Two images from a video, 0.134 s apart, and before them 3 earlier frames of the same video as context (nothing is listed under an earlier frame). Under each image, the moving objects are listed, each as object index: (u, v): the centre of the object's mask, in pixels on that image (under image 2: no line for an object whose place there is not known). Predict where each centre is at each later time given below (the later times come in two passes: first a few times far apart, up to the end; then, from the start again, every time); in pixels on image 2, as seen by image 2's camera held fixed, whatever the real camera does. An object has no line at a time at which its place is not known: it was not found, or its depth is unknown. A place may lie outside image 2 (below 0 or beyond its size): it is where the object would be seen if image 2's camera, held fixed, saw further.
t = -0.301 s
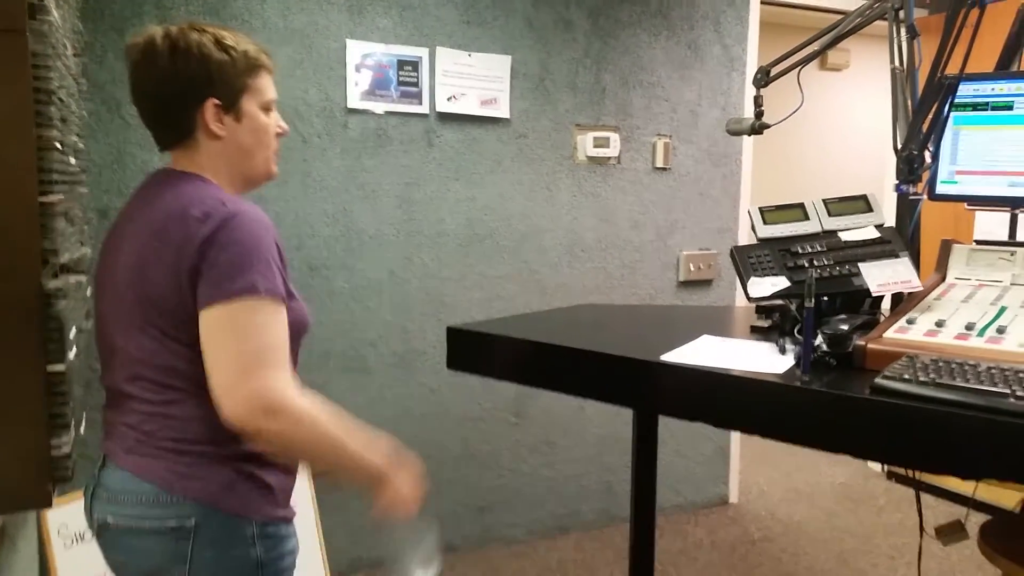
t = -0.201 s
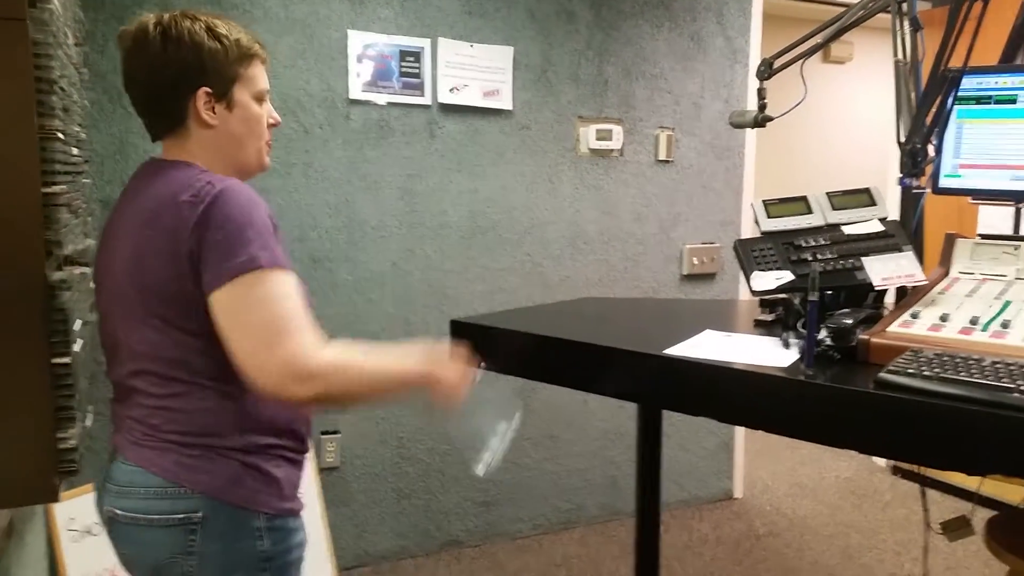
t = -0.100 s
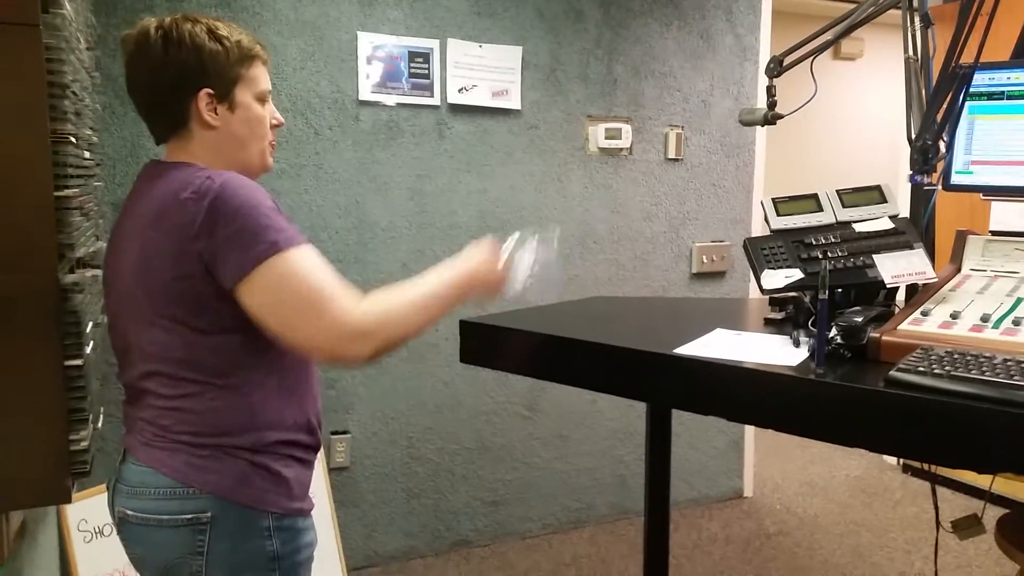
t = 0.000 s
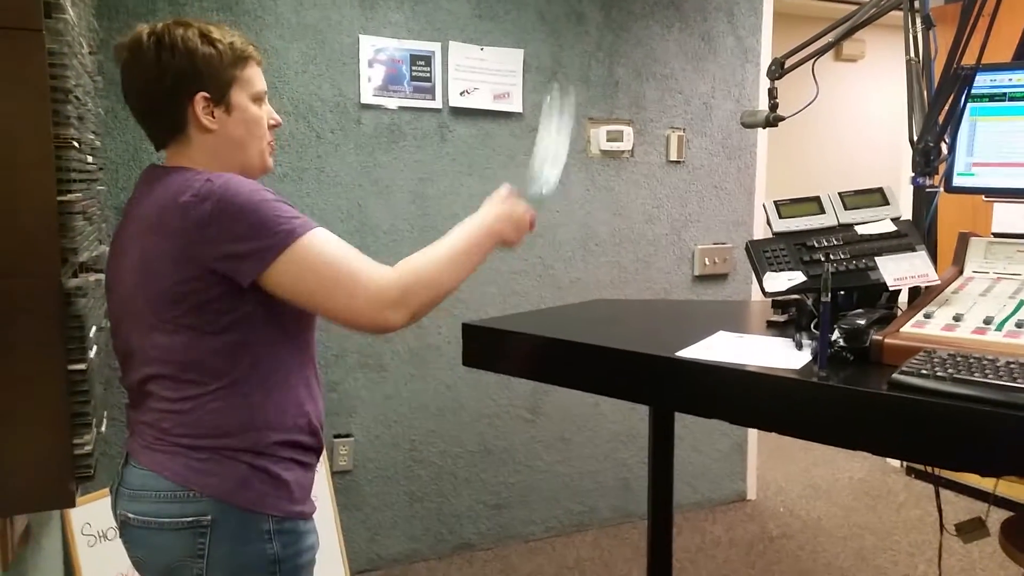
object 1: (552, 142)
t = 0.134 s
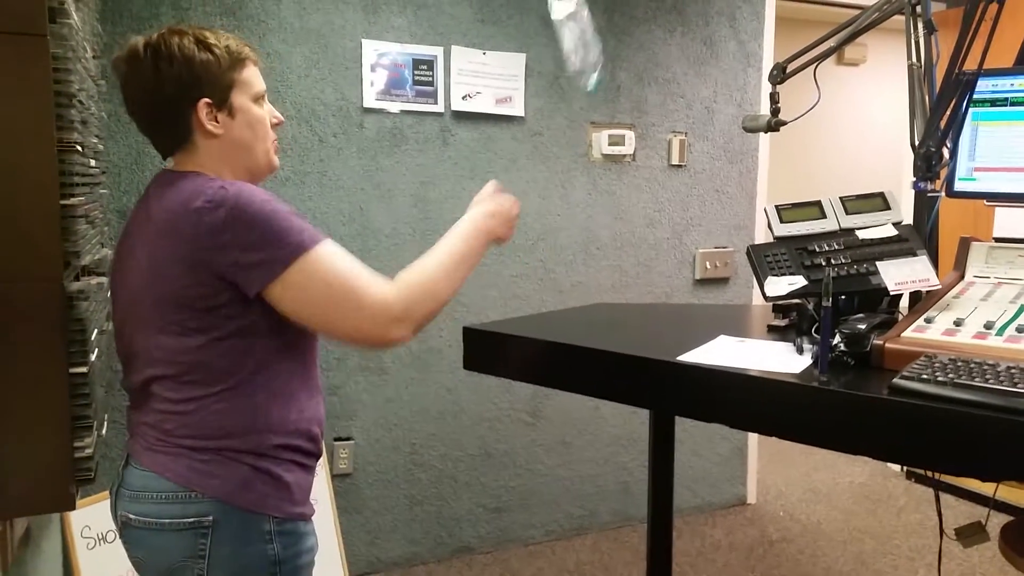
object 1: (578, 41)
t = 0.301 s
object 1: (598, 25)
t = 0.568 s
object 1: (626, 308)
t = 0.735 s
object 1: (652, 309)
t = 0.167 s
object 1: (586, 32)
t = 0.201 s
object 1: (593, 26)
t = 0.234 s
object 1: (597, 21)
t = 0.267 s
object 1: (599, 20)
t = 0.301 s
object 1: (598, 25)
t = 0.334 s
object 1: (598, 36)
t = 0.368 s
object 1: (602, 61)
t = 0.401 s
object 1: (607, 91)
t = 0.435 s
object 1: (611, 127)
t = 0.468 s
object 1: (615, 171)
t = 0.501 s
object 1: (618, 216)
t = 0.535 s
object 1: (623, 267)
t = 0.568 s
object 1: (626, 308)
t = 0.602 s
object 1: (630, 307)
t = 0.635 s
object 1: (638, 303)
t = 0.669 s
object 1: (644, 301)
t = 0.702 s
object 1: (649, 303)
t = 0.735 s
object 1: (652, 309)
